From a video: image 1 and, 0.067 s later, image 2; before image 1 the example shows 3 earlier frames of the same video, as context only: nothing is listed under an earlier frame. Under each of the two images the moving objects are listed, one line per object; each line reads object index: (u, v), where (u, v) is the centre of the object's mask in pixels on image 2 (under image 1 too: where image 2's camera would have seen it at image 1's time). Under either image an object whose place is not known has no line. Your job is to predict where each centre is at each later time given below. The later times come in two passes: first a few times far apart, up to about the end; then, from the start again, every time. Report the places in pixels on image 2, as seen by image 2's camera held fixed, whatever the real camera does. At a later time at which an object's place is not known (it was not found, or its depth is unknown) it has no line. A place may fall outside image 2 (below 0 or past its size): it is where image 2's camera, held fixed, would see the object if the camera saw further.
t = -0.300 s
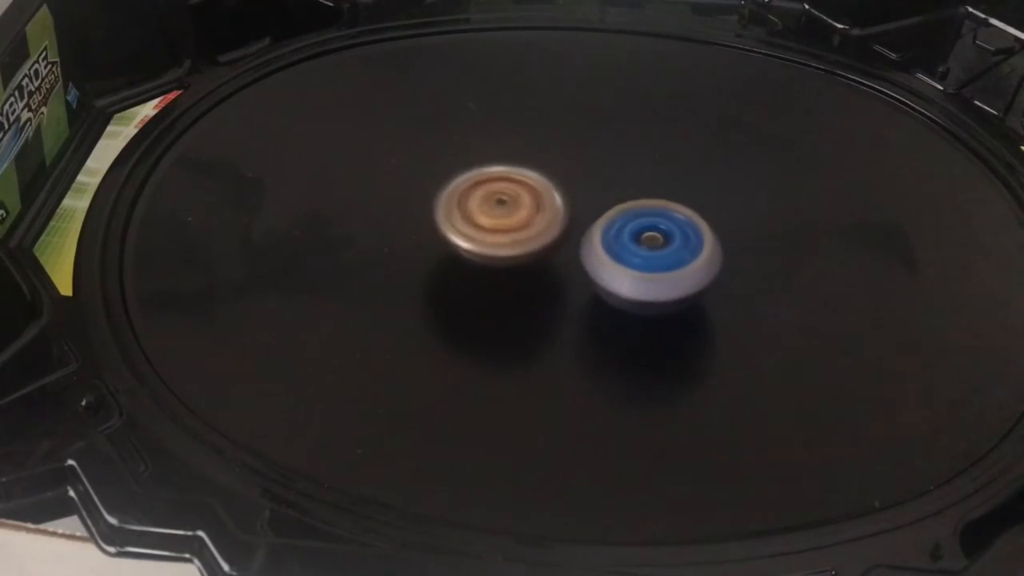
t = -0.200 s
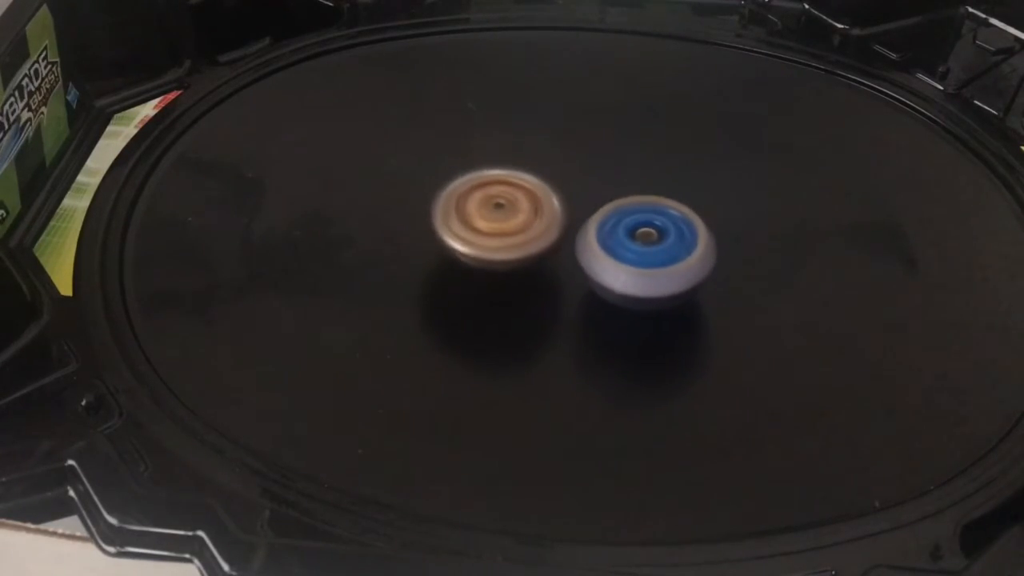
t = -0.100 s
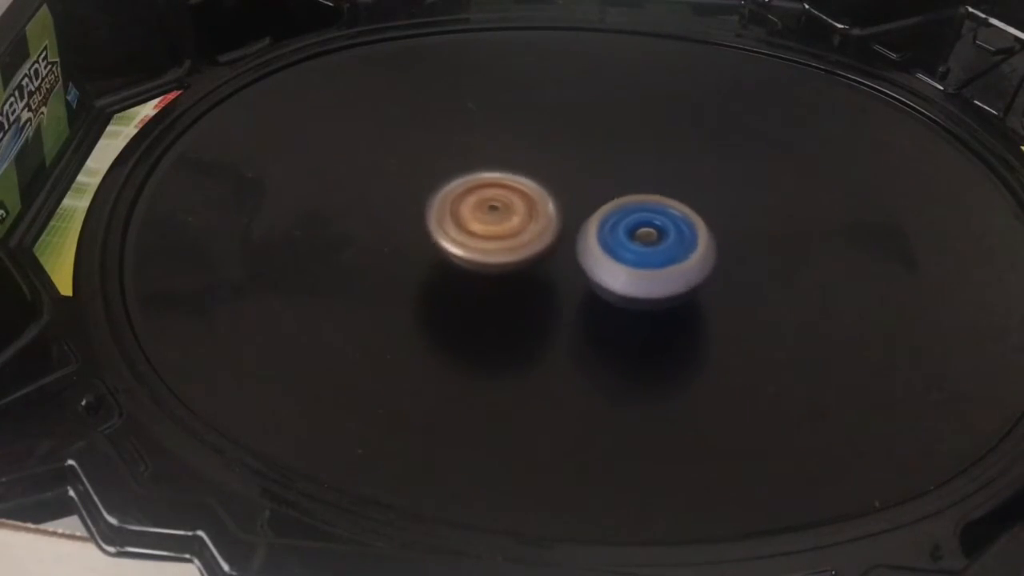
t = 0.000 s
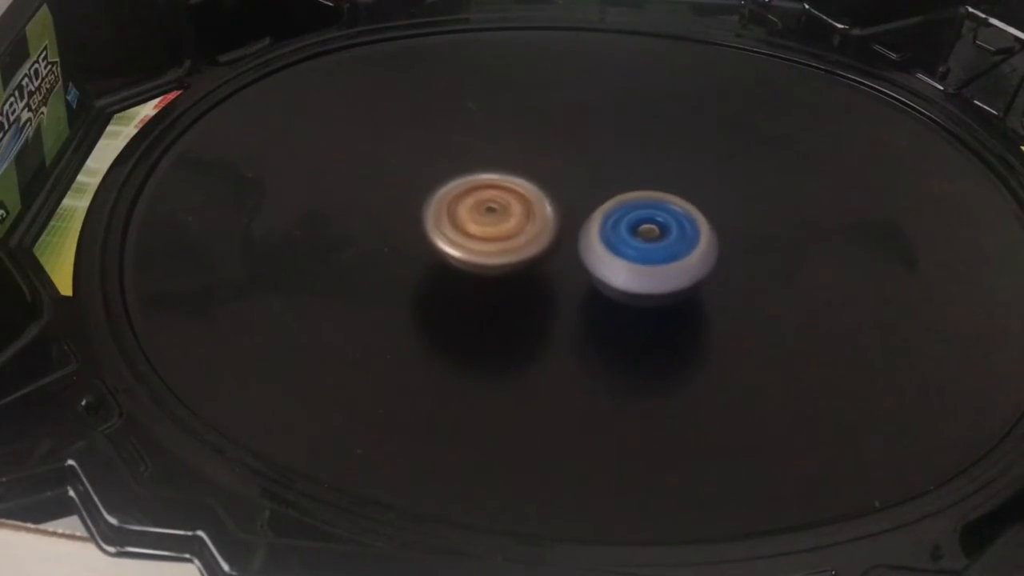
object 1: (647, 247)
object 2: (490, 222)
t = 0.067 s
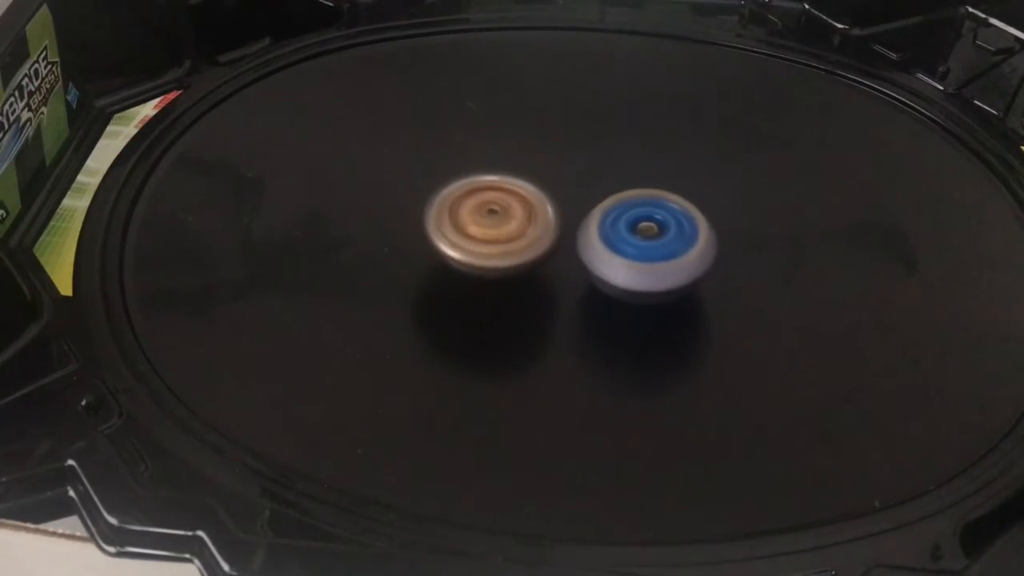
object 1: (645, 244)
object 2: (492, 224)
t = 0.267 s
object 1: (642, 244)
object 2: (496, 229)
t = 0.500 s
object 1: (652, 238)
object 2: (507, 231)
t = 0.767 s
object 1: (659, 226)
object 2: (514, 224)
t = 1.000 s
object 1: (664, 222)
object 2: (512, 218)
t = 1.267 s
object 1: (660, 231)
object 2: (514, 215)
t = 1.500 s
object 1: (656, 241)
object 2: (514, 212)
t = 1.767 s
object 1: (658, 259)
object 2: (507, 211)
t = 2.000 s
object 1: (663, 267)
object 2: (509, 217)
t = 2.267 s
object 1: (659, 264)
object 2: (503, 214)
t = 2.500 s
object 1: (653, 256)
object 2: (510, 219)
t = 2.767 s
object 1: (656, 244)
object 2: (512, 219)
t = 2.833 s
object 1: (660, 242)
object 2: (509, 218)
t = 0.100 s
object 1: (644, 243)
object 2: (493, 225)
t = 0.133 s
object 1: (642, 243)
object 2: (494, 227)
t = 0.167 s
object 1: (640, 243)
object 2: (495, 228)
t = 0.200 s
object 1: (640, 244)
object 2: (494, 228)
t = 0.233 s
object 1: (642, 244)
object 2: (494, 229)
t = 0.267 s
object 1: (642, 244)
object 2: (496, 229)
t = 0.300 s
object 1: (644, 244)
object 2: (496, 230)
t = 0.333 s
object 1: (647, 244)
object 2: (496, 230)
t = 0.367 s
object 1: (650, 243)
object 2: (496, 229)
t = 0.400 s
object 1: (651, 242)
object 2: (498, 230)
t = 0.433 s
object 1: (652, 240)
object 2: (501, 230)
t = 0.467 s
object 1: (652, 239)
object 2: (504, 230)
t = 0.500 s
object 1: (652, 238)
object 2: (507, 231)
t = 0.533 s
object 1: (656, 236)
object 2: (507, 230)
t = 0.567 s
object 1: (659, 234)
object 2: (508, 230)
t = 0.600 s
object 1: (660, 232)
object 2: (509, 229)
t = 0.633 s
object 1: (659, 230)
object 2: (512, 229)
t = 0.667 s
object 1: (658, 229)
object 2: (514, 228)
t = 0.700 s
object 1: (658, 228)
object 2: (515, 227)
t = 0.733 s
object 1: (659, 227)
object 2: (514, 225)
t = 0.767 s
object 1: (659, 226)
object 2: (514, 224)
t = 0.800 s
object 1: (659, 225)
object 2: (515, 222)
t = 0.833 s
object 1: (662, 225)
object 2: (512, 220)
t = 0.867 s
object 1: (664, 224)
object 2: (509, 219)
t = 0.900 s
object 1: (665, 223)
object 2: (508, 218)
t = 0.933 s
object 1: (665, 222)
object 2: (509, 218)
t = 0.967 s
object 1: (665, 222)
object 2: (510, 218)
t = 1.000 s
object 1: (664, 222)
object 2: (512, 218)
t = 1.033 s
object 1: (662, 222)
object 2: (514, 218)
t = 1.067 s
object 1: (661, 223)
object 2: (516, 218)
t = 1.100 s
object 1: (659, 225)
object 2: (516, 218)
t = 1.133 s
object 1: (662, 226)
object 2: (513, 216)
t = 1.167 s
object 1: (662, 226)
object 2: (512, 215)
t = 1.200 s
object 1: (661, 227)
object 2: (512, 215)
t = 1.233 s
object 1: (661, 229)
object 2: (513, 215)
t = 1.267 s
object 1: (660, 231)
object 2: (514, 215)
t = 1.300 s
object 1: (659, 232)
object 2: (515, 216)
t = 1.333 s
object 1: (659, 234)
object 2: (515, 215)
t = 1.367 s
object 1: (658, 234)
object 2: (515, 214)
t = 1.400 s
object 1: (658, 236)
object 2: (515, 214)
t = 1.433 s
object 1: (657, 237)
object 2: (515, 213)
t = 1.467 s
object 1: (657, 239)
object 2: (515, 212)
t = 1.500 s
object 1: (656, 241)
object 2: (514, 212)
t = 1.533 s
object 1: (655, 243)
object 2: (514, 212)
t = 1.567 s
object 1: (654, 245)
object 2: (514, 212)
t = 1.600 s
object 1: (654, 247)
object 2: (514, 212)
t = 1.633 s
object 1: (653, 249)
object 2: (513, 212)
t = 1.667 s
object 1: (653, 251)
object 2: (513, 212)
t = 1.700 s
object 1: (652, 253)
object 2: (513, 213)
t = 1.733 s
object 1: (652, 255)
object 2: (513, 213)
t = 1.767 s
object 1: (658, 259)
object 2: (507, 211)
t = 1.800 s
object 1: (662, 260)
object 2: (504, 211)
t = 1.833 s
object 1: (663, 261)
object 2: (503, 211)
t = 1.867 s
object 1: (663, 263)
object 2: (503, 211)
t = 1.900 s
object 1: (664, 265)
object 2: (504, 213)
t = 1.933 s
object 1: (664, 266)
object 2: (506, 214)
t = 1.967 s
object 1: (664, 266)
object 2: (507, 215)
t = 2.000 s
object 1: (663, 267)
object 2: (509, 217)
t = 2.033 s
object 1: (661, 267)
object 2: (511, 218)
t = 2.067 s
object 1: (659, 266)
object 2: (512, 219)
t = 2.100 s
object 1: (655, 265)
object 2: (513, 219)
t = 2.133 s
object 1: (651, 265)
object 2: (514, 219)
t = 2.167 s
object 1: (650, 265)
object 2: (512, 217)
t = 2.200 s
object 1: (656, 266)
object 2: (505, 214)
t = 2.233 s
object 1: (659, 265)
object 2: (503, 214)
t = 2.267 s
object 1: (659, 264)
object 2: (503, 214)
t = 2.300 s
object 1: (659, 263)
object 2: (504, 216)
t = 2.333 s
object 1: (658, 262)
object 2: (505, 218)
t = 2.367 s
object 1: (656, 261)
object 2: (507, 219)
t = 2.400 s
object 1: (653, 259)
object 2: (509, 220)
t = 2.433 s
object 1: (651, 258)
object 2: (511, 221)
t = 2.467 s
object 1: (651, 257)
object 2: (511, 220)
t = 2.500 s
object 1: (653, 256)
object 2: (510, 219)
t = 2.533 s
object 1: (657, 255)
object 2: (507, 218)
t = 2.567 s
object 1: (660, 253)
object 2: (507, 218)
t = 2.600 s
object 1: (660, 252)
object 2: (508, 219)
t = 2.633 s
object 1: (660, 250)
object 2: (508, 219)
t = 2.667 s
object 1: (659, 249)
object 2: (510, 220)
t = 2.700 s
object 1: (658, 247)
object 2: (511, 221)
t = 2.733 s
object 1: (656, 245)
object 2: (512, 221)
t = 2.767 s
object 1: (656, 244)
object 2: (512, 219)
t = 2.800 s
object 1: (656, 242)
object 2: (513, 219)
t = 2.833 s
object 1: (660, 242)
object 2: (509, 218)
